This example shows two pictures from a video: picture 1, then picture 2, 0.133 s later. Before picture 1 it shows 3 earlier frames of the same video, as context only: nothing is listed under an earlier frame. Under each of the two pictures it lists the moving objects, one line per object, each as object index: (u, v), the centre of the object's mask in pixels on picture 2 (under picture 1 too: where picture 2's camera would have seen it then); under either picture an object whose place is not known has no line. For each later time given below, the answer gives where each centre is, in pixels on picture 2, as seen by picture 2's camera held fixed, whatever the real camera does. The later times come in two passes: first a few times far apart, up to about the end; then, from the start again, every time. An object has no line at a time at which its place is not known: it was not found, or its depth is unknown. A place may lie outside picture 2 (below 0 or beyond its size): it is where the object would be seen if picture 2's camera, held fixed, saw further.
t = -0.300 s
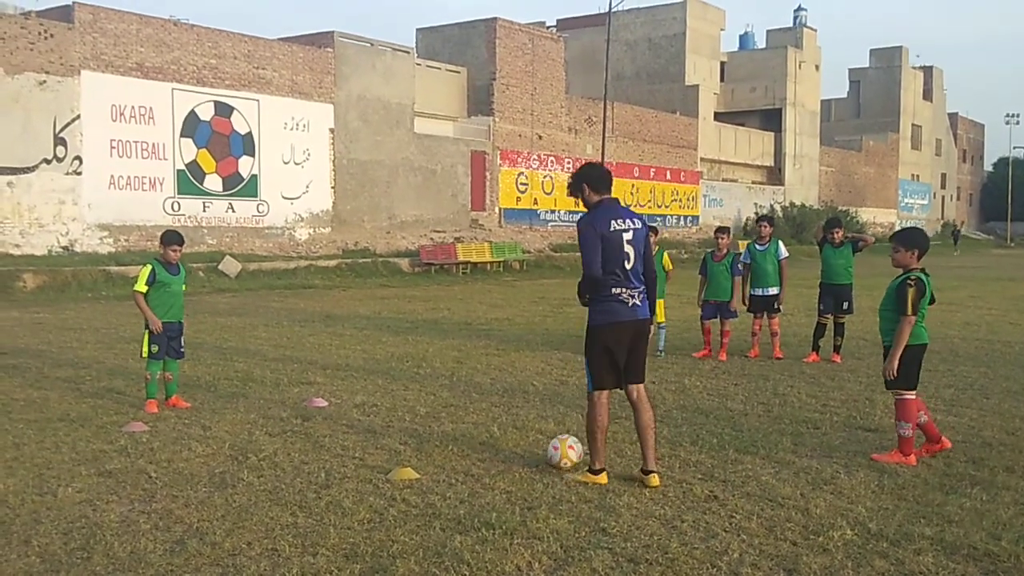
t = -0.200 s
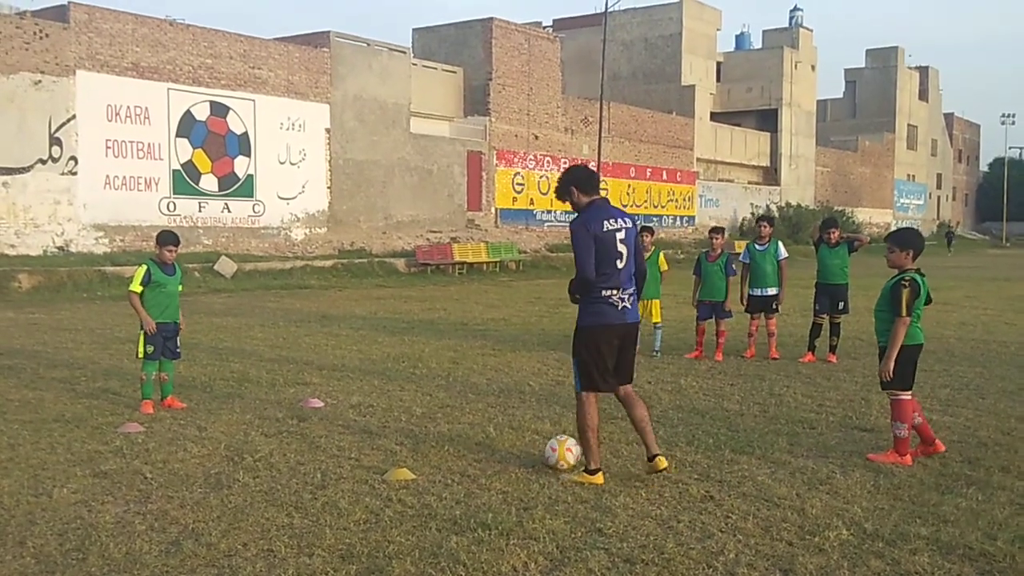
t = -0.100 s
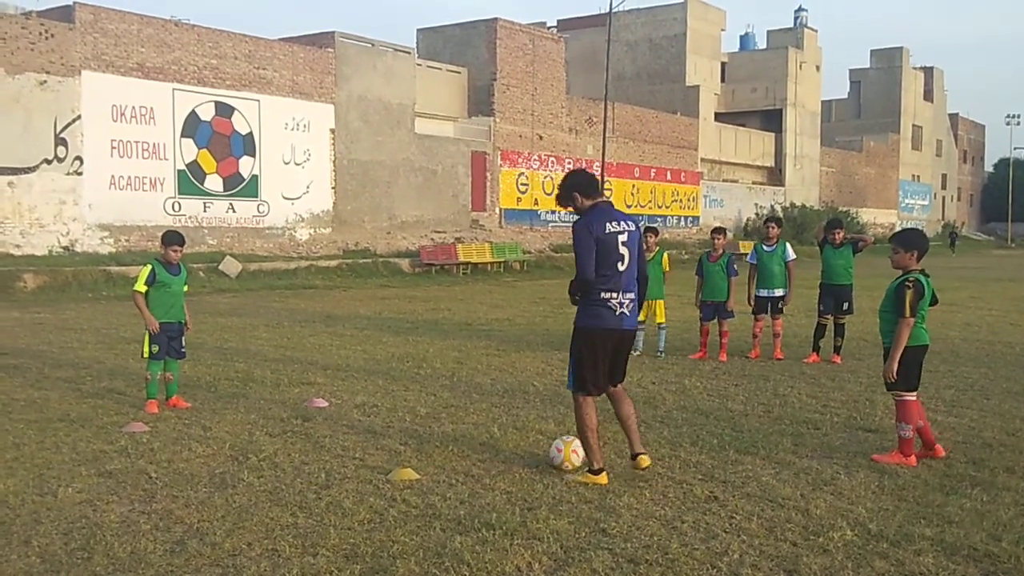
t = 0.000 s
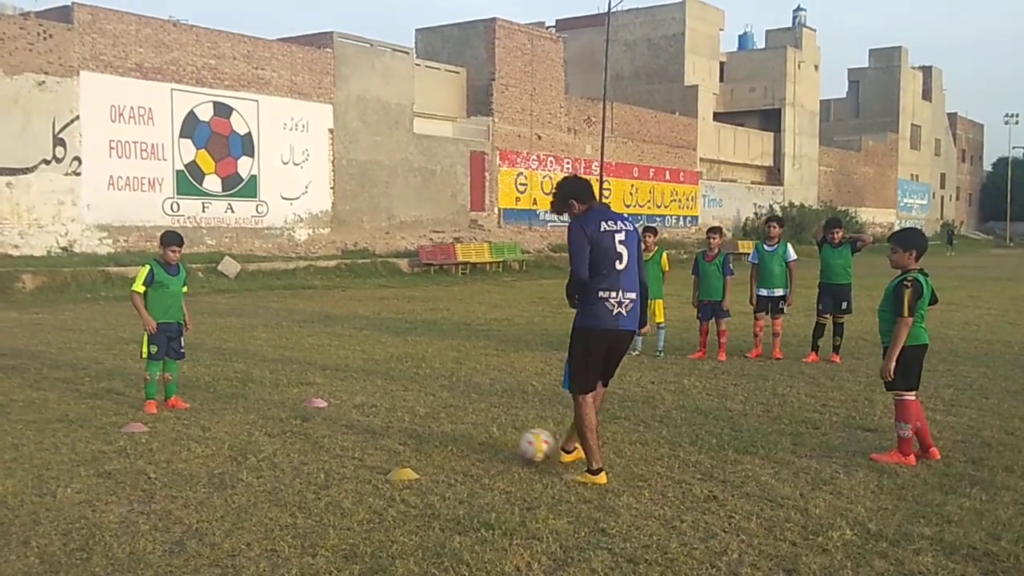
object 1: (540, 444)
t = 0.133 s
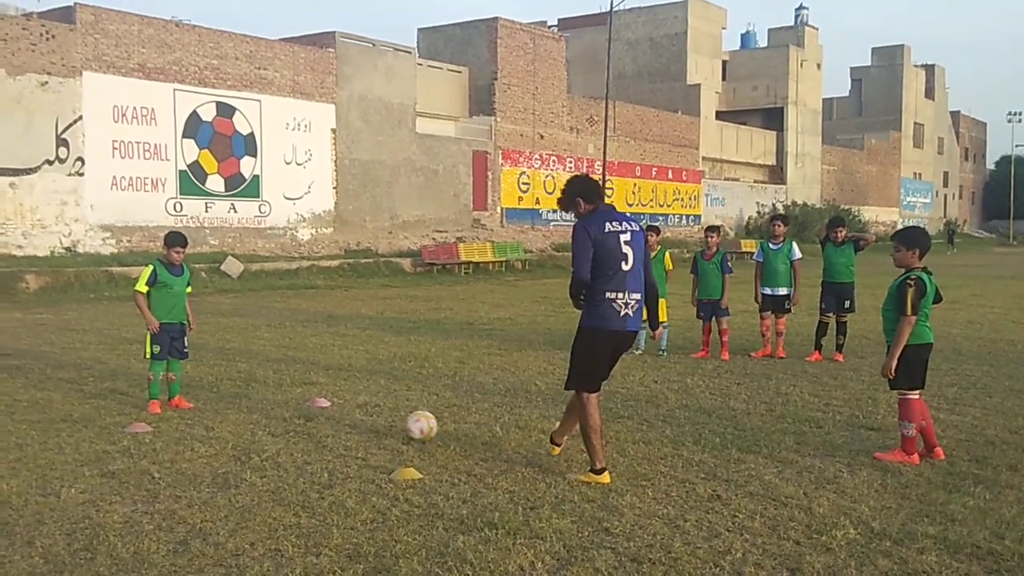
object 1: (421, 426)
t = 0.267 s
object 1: (332, 412)
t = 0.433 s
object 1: (251, 394)
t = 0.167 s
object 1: (398, 420)
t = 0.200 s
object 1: (375, 416)
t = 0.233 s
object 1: (353, 412)
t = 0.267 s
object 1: (332, 412)
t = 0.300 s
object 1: (311, 411)
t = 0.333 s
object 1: (294, 408)
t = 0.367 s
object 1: (279, 402)
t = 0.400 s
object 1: (265, 397)
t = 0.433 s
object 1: (251, 394)
